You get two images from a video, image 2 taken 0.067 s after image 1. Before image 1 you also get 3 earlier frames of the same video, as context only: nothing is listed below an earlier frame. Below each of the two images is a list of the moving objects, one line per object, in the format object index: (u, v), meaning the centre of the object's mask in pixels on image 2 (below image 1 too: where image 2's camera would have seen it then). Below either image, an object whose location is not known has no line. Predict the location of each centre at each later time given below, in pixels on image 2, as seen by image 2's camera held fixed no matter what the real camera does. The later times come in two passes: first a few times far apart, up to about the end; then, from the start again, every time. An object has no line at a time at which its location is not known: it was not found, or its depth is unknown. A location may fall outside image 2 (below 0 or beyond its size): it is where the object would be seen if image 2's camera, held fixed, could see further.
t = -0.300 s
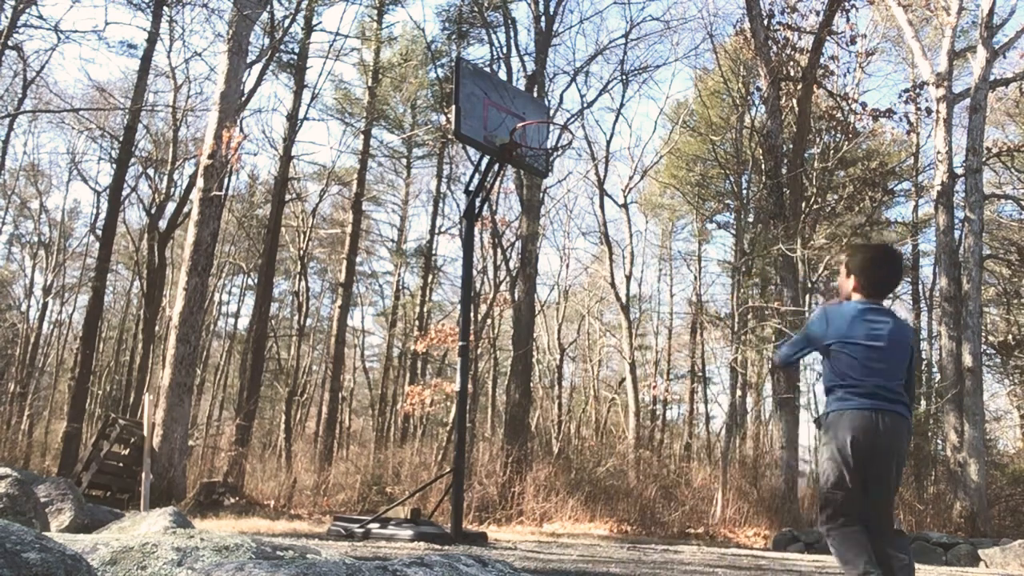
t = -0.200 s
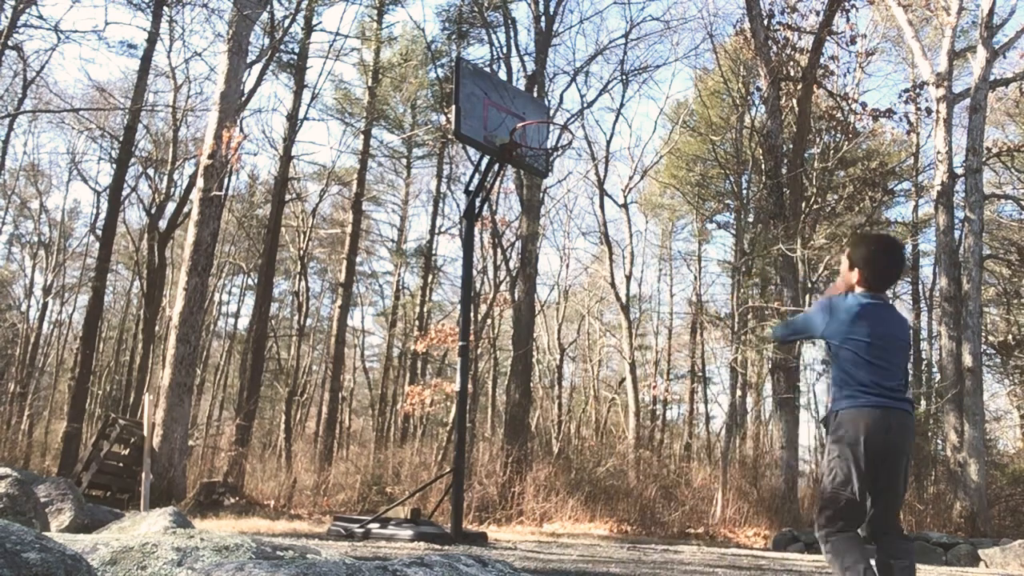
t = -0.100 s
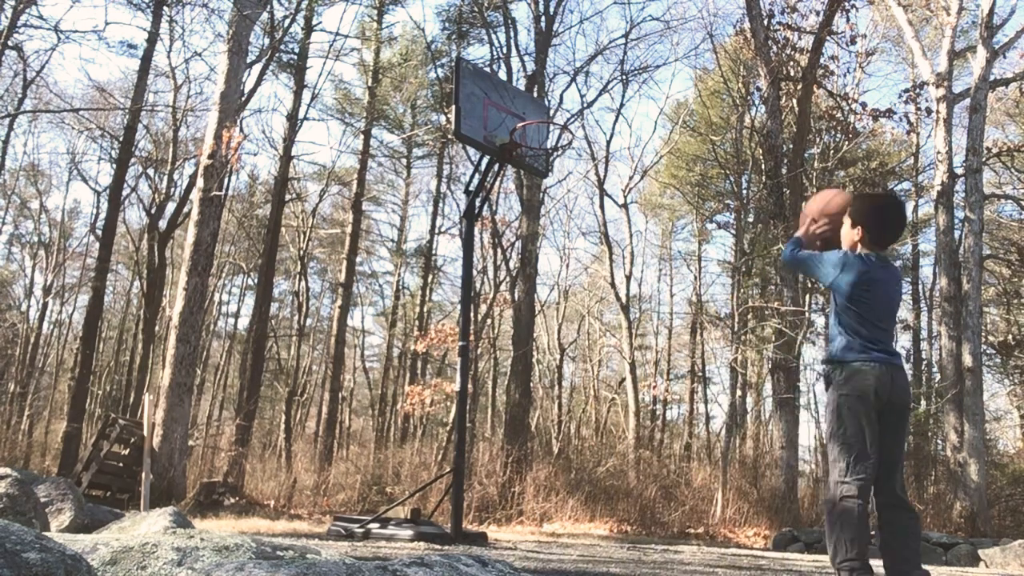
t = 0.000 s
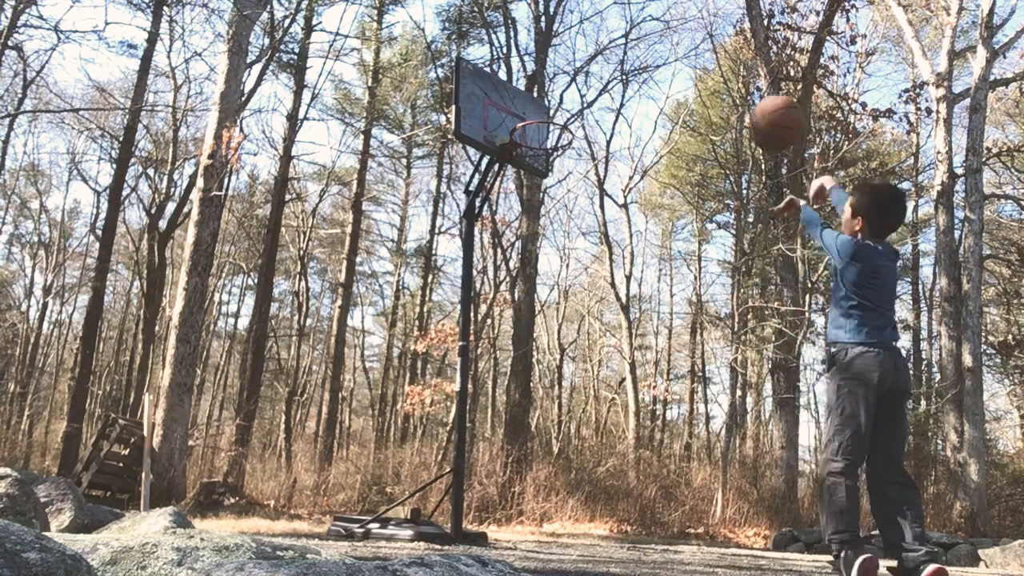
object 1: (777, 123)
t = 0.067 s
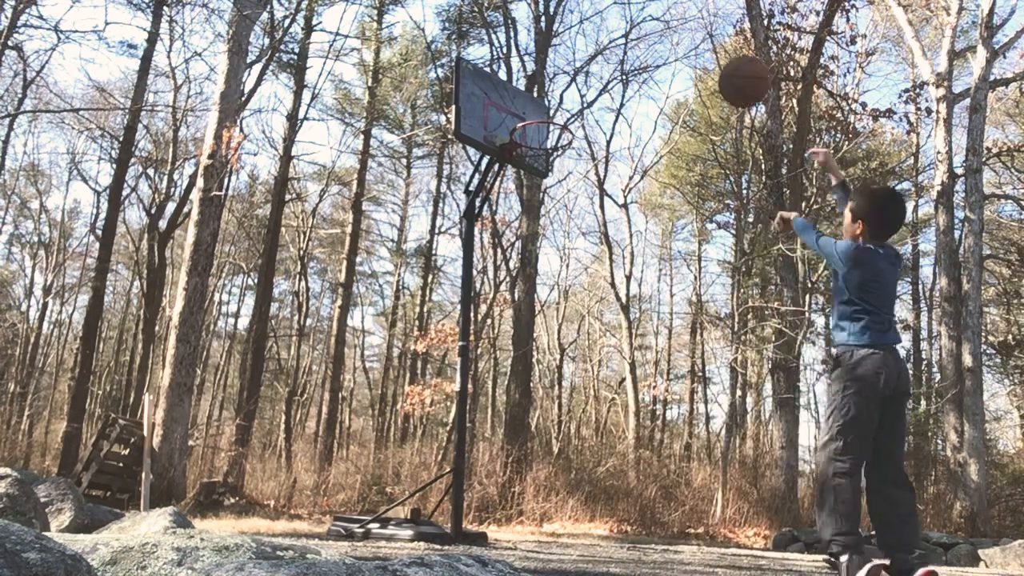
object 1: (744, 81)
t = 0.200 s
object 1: (693, 36)
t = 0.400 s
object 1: (635, 33)
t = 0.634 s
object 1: (583, 90)
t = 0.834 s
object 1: (586, 104)
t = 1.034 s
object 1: (605, 125)
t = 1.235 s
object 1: (621, 191)
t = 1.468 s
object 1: (637, 326)
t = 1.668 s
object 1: (651, 496)
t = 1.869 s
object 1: (655, 438)
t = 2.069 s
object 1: (662, 350)
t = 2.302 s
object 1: (665, 316)
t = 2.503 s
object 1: (667, 338)
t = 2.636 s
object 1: (667, 376)
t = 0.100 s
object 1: (730, 66)
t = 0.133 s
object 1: (717, 54)
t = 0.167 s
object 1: (705, 44)
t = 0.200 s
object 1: (693, 36)
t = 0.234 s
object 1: (682, 32)
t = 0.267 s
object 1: (672, 28)
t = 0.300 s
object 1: (662, 27)
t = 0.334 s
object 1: (653, 27)
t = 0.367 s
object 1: (644, 30)
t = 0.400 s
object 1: (635, 33)
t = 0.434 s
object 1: (627, 38)
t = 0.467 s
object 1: (619, 44)
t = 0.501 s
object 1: (611, 51)
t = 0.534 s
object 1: (605, 59)
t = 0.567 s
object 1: (597, 69)
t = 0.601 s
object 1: (590, 79)
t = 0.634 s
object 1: (583, 90)
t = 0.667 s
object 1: (576, 103)
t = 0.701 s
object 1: (571, 114)
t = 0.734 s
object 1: (575, 110)
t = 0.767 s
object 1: (579, 106)
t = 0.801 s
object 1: (583, 104)
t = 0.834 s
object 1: (586, 104)
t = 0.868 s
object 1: (589, 104)
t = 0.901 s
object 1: (592, 105)
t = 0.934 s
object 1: (596, 108)
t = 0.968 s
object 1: (598, 112)
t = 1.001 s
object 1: (601, 118)
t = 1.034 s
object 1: (605, 125)
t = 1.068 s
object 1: (608, 133)
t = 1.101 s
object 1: (611, 142)
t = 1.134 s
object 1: (614, 153)
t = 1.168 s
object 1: (616, 164)
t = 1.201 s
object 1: (619, 177)
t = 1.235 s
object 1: (621, 191)
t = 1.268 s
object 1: (624, 206)
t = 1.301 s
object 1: (626, 223)
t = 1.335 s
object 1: (628, 241)
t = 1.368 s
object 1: (630, 260)
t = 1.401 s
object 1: (633, 281)
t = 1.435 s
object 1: (635, 303)
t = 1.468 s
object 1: (637, 326)
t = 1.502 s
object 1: (639, 350)
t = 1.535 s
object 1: (641, 377)
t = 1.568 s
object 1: (643, 405)
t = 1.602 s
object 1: (646, 434)
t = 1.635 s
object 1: (649, 464)
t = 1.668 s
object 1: (651, 496)
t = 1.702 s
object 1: (653, 531)
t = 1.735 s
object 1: (653, 536)
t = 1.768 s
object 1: (652, 508)
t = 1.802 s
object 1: (653, 482)
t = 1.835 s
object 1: (654, 459)
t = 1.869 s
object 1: (655, 438)
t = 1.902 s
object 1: (656, 419)
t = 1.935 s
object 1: (658, 401)
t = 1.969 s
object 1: (659, 386)
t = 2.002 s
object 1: (660, 373)
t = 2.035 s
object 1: (661, 360)
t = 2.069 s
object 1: (662, 350)
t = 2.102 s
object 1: (662, 341)
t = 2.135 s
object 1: (662, 333)
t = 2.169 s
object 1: (663, 327)
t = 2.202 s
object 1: (664, 322)
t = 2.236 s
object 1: (664, 319)
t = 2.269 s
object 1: (665, 317)
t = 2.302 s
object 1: (665, 316)
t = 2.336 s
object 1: (665, 317)
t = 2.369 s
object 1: (666, 319)
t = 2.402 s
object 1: (666, 321)
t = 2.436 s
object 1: (667, 326)
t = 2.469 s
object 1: (666, 331)
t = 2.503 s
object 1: (667, 338)
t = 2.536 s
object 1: (667, 346)
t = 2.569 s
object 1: (667, 355)
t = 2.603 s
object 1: (668, 365)
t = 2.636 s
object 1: (667, 376)
